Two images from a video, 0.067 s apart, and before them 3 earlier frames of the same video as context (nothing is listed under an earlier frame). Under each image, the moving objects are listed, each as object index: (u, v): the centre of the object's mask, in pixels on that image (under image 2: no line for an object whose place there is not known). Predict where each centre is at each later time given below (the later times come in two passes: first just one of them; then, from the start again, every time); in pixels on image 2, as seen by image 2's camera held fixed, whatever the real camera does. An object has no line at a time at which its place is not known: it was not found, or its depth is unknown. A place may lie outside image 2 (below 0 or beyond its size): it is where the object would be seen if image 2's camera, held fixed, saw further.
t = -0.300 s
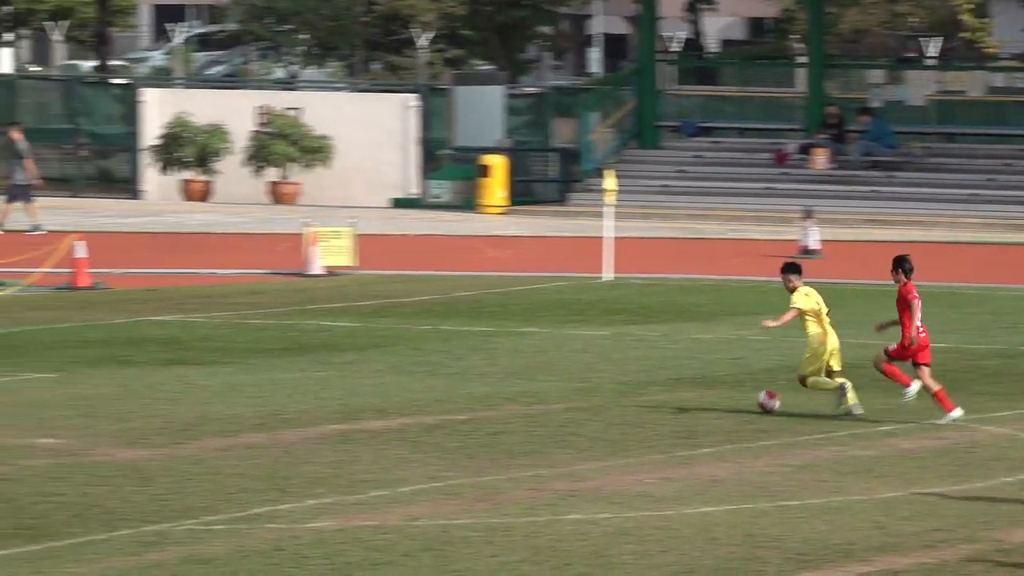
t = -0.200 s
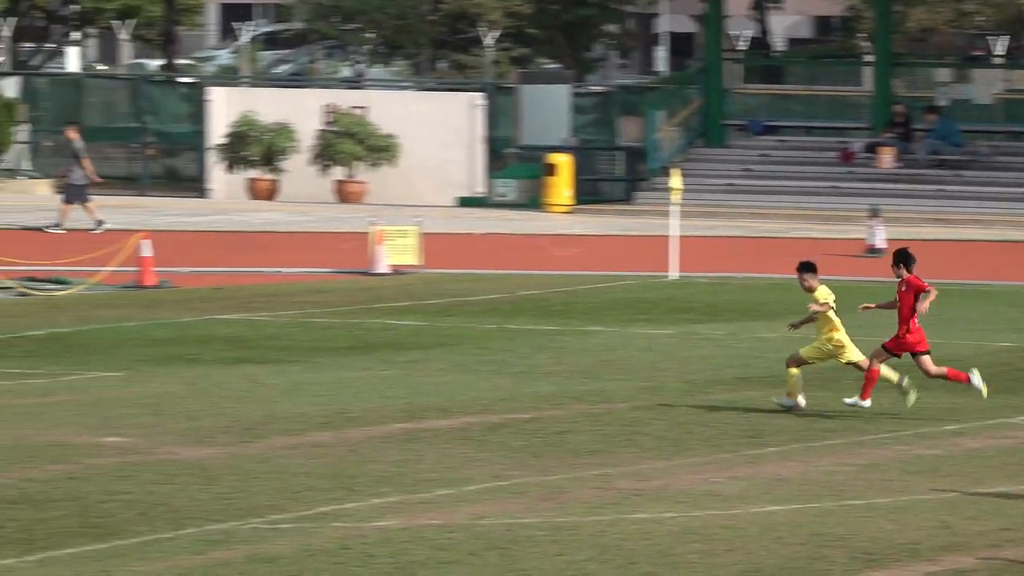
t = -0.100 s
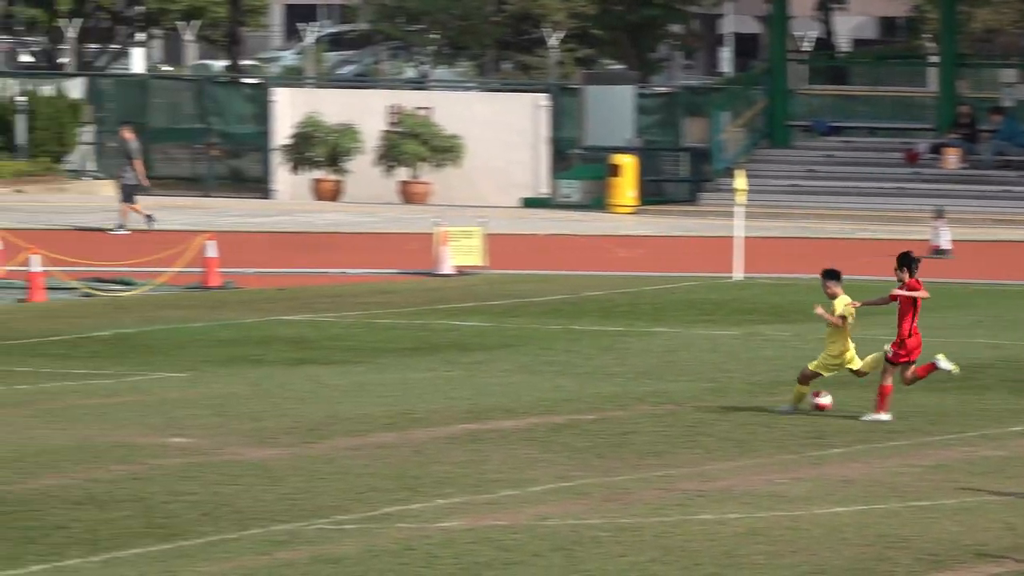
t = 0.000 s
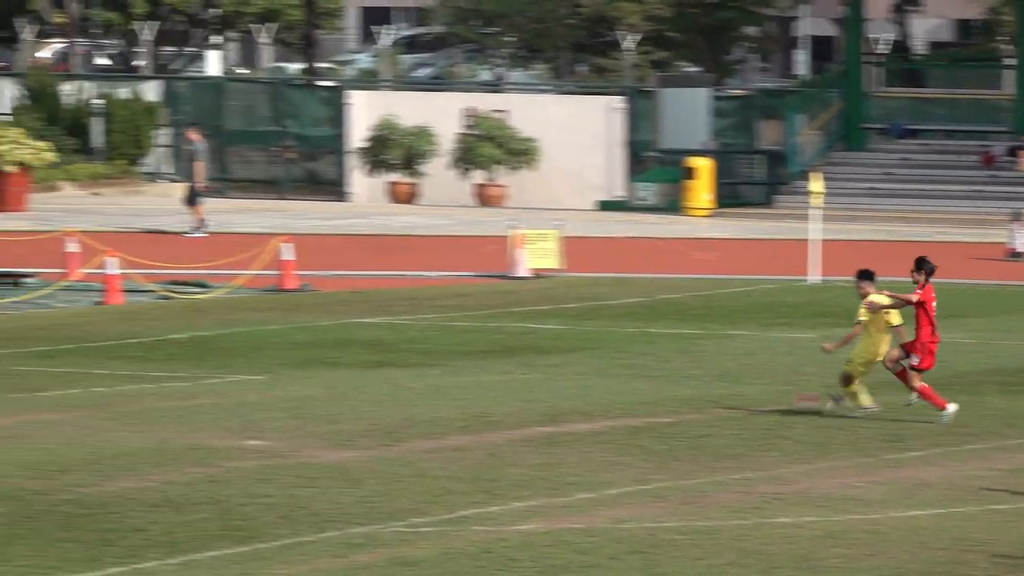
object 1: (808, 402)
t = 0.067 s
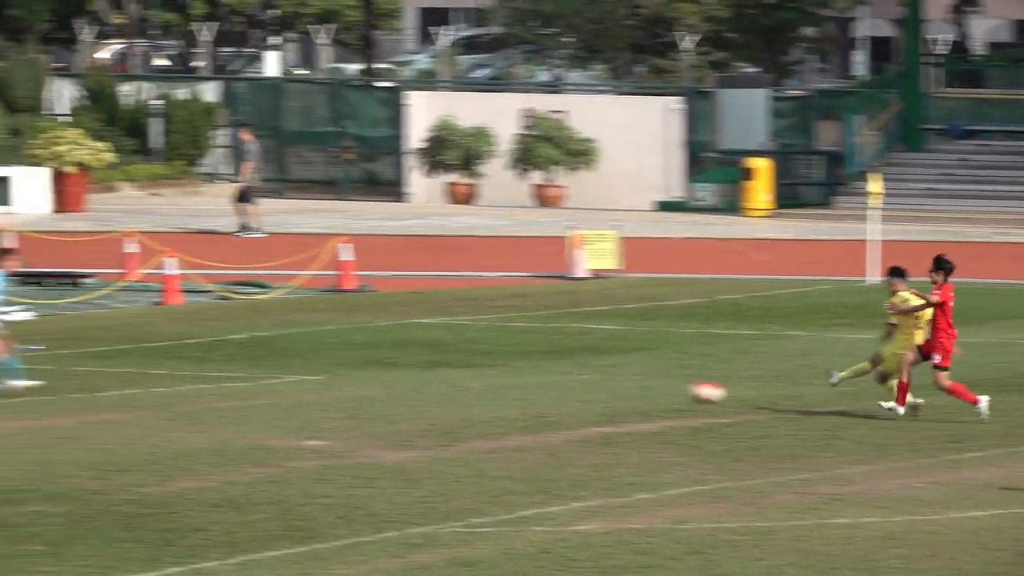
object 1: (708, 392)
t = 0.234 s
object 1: (329, 399)
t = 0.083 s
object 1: (670, 390)
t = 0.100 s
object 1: (629, 389)
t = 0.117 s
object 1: (591, 388)
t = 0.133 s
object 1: (553, 388)
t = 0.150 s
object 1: (514, 389)
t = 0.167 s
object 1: (477, 390)
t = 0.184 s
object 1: (438, 392)
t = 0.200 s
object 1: (401, 395)
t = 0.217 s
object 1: (365, 398)
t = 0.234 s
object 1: (329, 399)
